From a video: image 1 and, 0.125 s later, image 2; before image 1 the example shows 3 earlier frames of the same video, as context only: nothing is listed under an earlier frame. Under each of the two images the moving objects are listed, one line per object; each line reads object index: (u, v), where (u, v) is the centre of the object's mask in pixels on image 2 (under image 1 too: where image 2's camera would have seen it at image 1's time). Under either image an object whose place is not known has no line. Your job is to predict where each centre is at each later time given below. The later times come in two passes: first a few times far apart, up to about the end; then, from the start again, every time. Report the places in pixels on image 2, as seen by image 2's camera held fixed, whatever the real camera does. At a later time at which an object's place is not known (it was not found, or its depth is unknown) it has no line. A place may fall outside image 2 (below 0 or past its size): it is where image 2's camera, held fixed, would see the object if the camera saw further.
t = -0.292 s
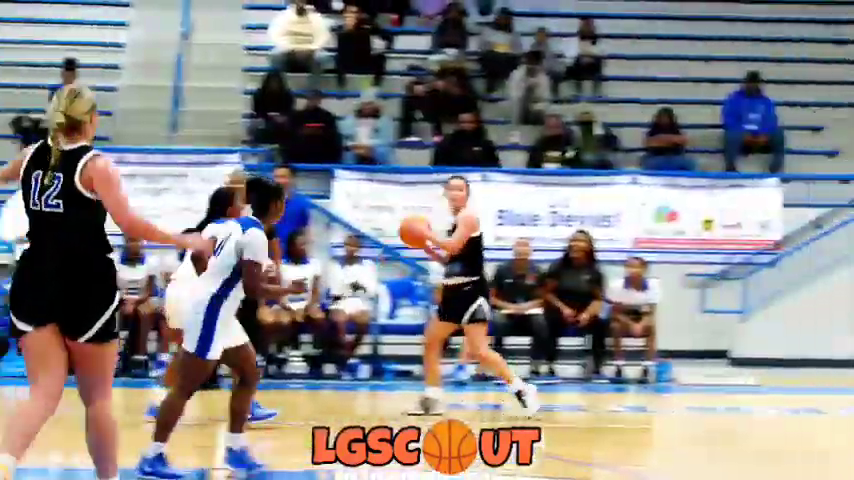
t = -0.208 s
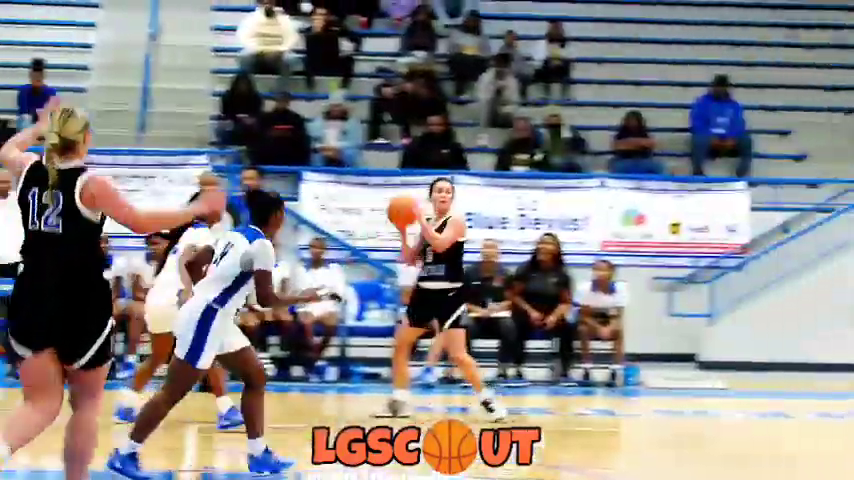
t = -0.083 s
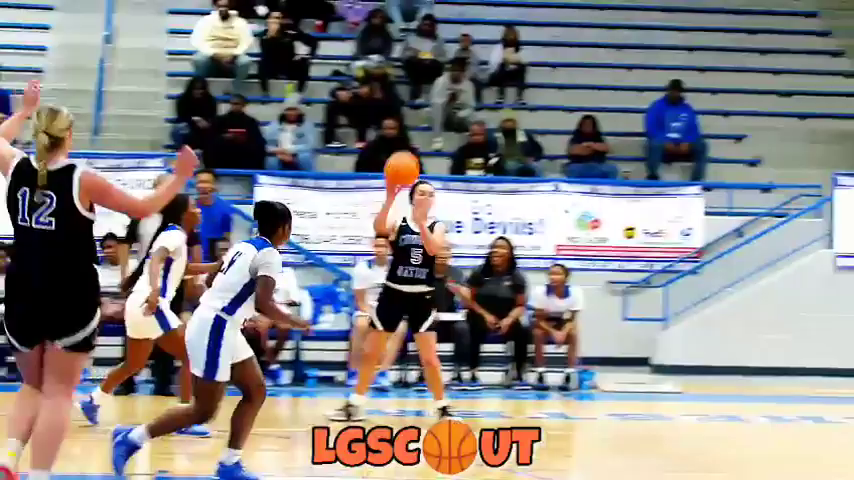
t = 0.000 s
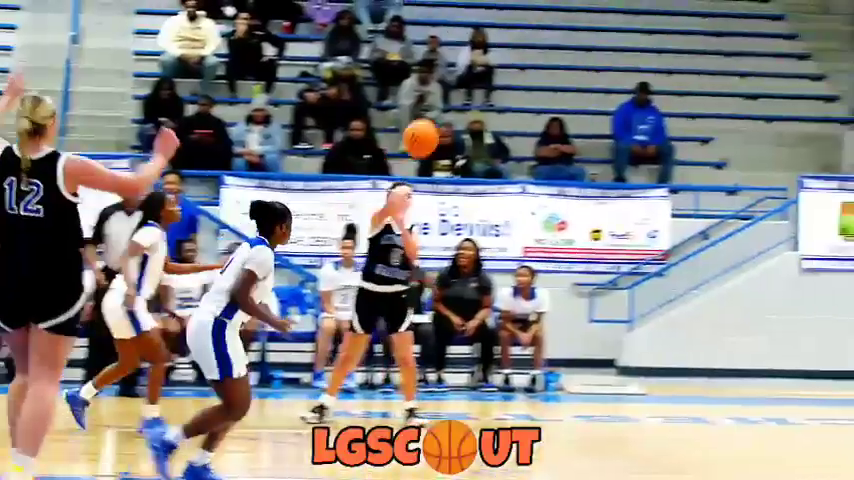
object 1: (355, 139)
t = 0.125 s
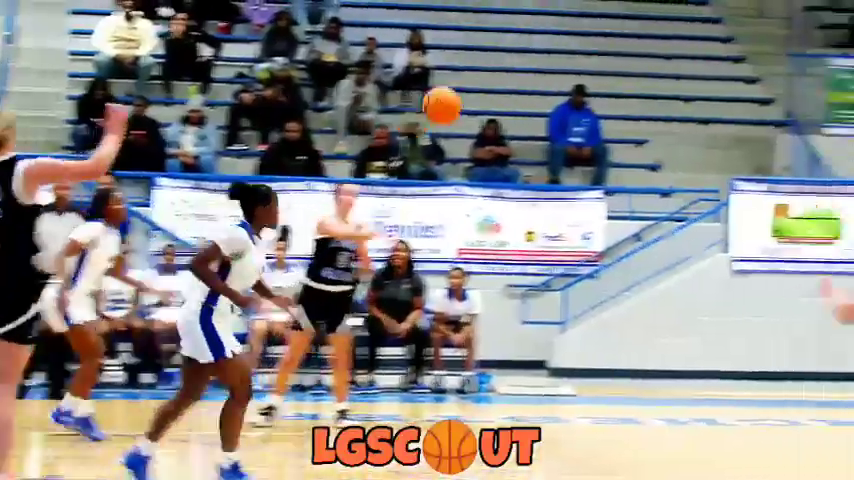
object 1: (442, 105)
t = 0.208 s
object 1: (504, 95)
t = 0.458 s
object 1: (720, 131)
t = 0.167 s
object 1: (473, 99)
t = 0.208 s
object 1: (504, 95)
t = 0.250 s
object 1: (537, 92)
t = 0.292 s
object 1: (570, 93)
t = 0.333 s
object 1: (605, 97)
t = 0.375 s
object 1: (643, 104)
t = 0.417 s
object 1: (681, 116)
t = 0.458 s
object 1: (720, 131)
